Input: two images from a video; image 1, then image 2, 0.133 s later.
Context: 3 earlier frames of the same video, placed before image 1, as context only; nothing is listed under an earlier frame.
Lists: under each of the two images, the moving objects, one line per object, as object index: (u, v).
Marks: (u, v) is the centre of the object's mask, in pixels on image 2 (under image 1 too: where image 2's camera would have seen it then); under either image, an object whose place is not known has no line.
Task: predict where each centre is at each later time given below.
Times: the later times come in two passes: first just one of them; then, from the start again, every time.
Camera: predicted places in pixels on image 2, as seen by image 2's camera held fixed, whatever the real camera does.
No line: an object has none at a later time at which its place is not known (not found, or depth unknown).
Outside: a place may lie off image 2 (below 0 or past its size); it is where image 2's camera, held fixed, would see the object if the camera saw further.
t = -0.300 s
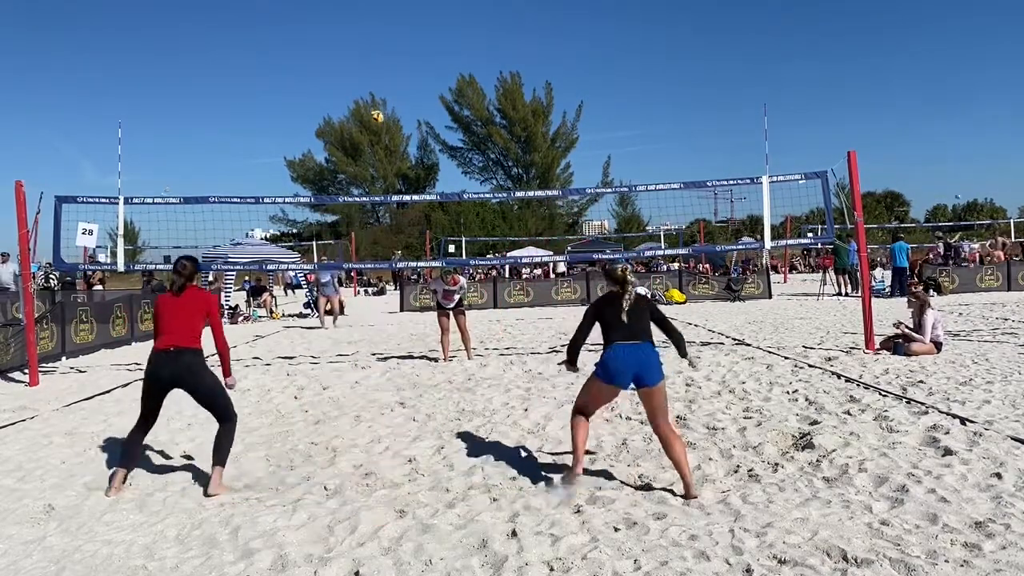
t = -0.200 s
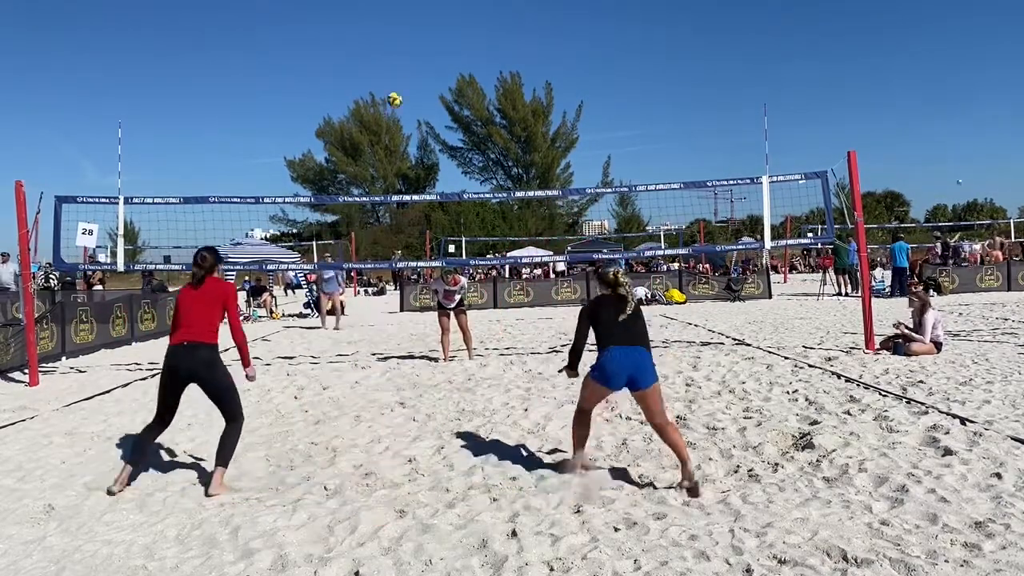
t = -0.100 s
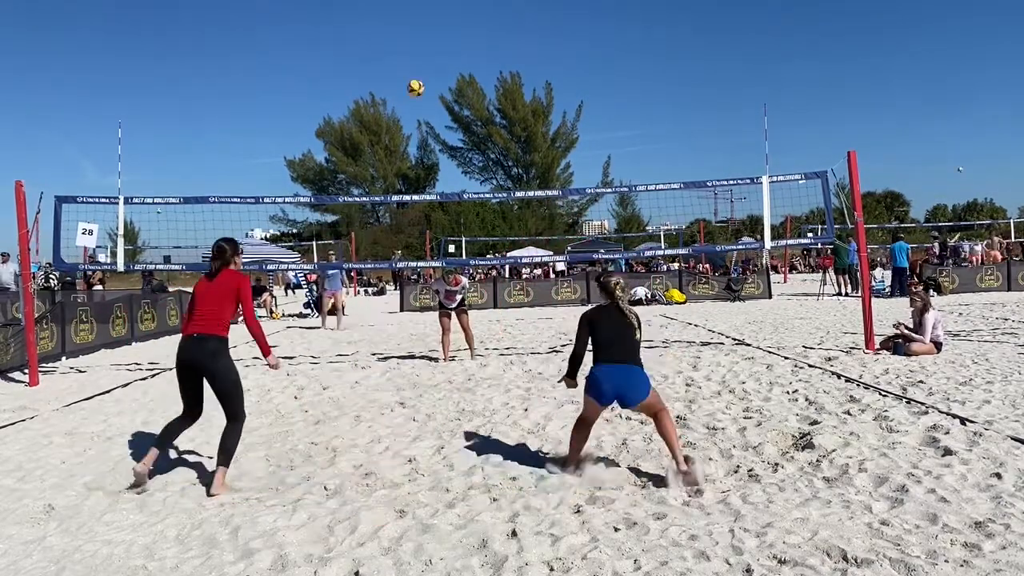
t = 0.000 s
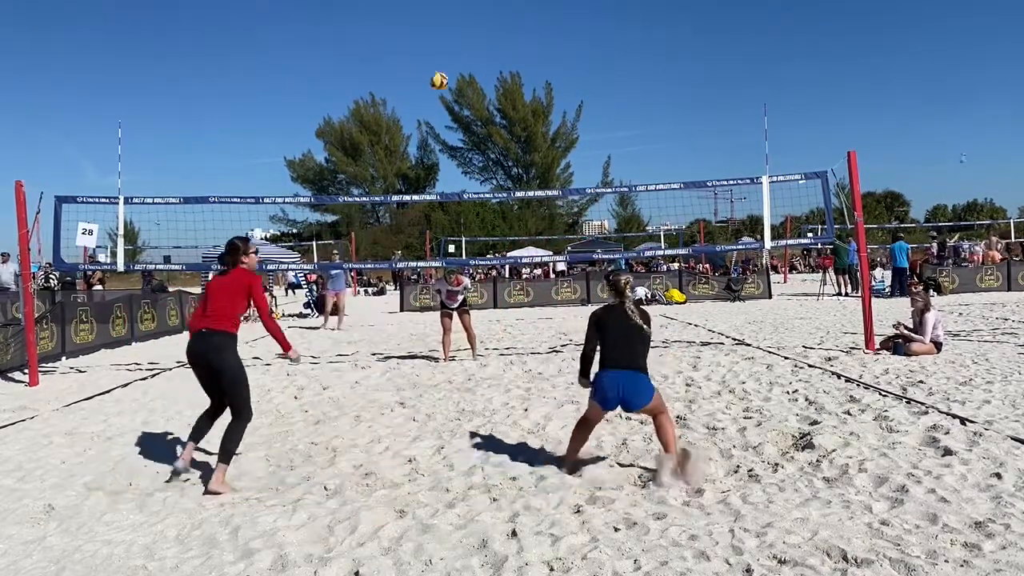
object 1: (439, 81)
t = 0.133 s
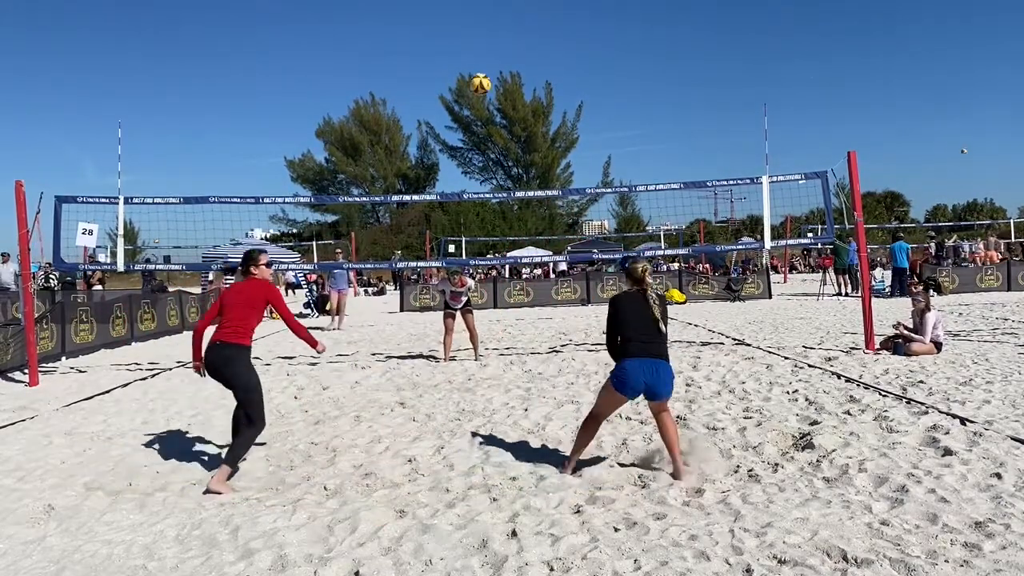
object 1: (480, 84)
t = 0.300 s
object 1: (554, 113)
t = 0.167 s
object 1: (493, 87)
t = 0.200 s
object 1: (507, 90)
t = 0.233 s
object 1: (521, 96)
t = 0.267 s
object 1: (538, 103)
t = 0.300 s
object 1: (554, 113)
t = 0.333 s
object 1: (573, 124)
